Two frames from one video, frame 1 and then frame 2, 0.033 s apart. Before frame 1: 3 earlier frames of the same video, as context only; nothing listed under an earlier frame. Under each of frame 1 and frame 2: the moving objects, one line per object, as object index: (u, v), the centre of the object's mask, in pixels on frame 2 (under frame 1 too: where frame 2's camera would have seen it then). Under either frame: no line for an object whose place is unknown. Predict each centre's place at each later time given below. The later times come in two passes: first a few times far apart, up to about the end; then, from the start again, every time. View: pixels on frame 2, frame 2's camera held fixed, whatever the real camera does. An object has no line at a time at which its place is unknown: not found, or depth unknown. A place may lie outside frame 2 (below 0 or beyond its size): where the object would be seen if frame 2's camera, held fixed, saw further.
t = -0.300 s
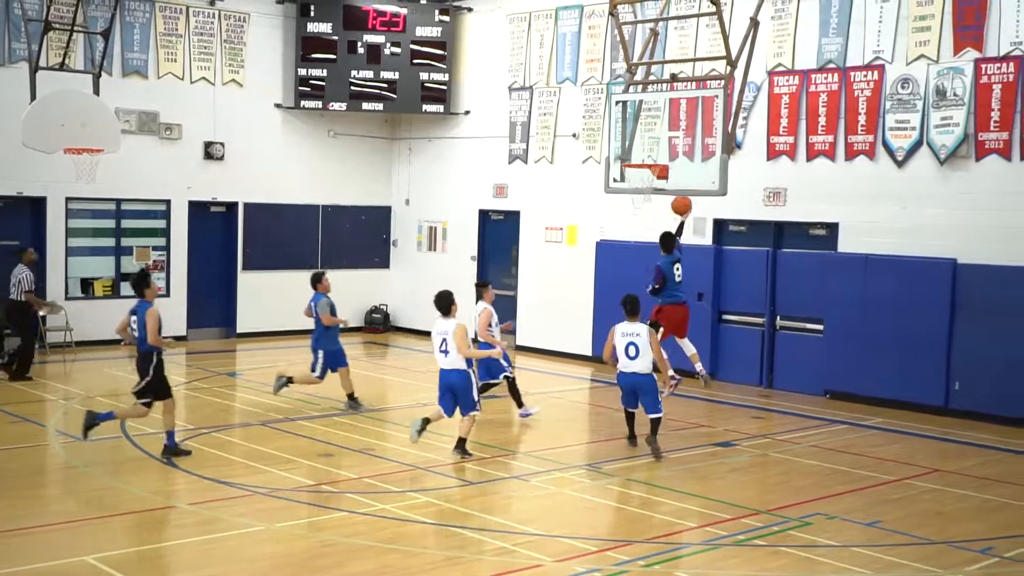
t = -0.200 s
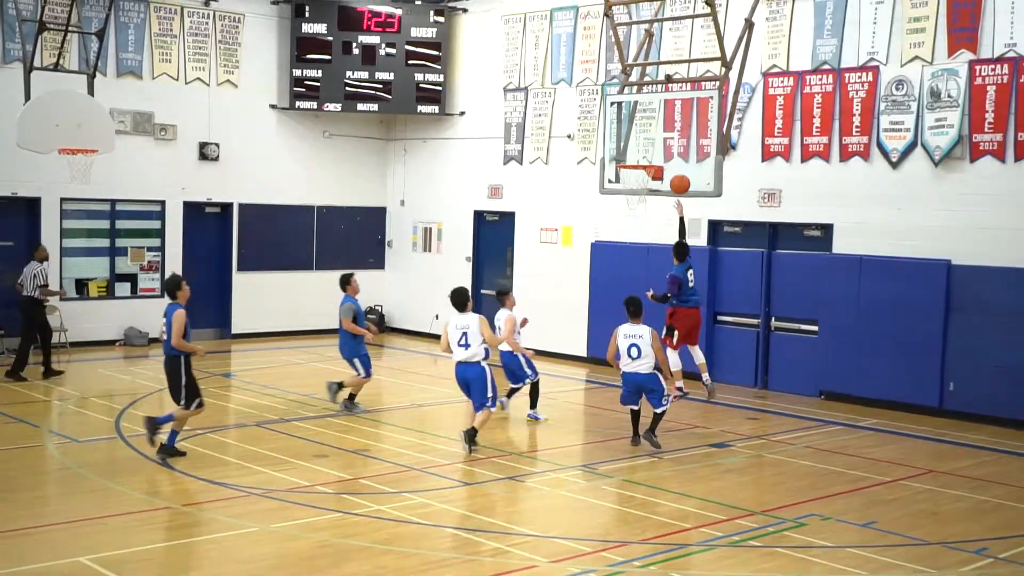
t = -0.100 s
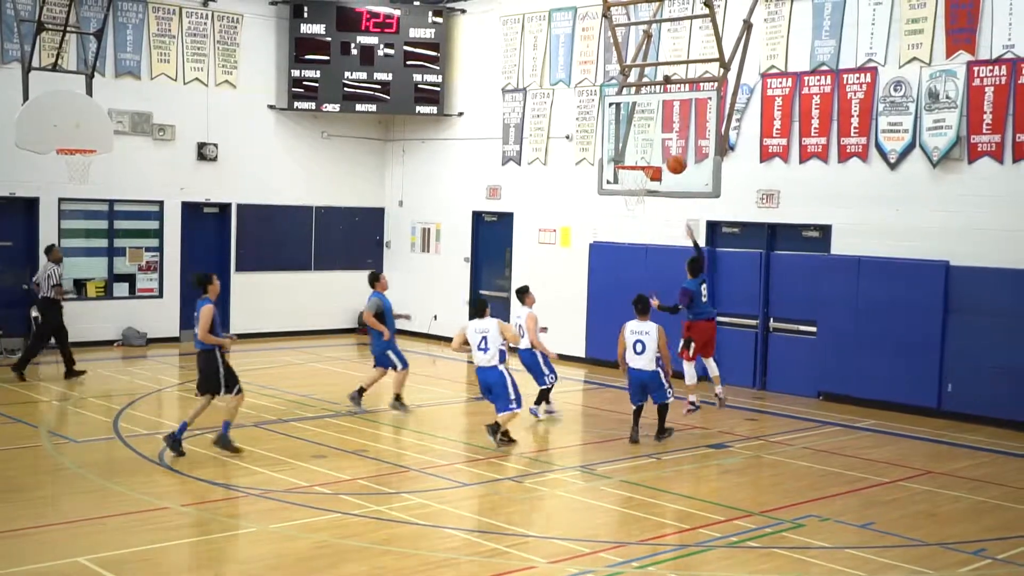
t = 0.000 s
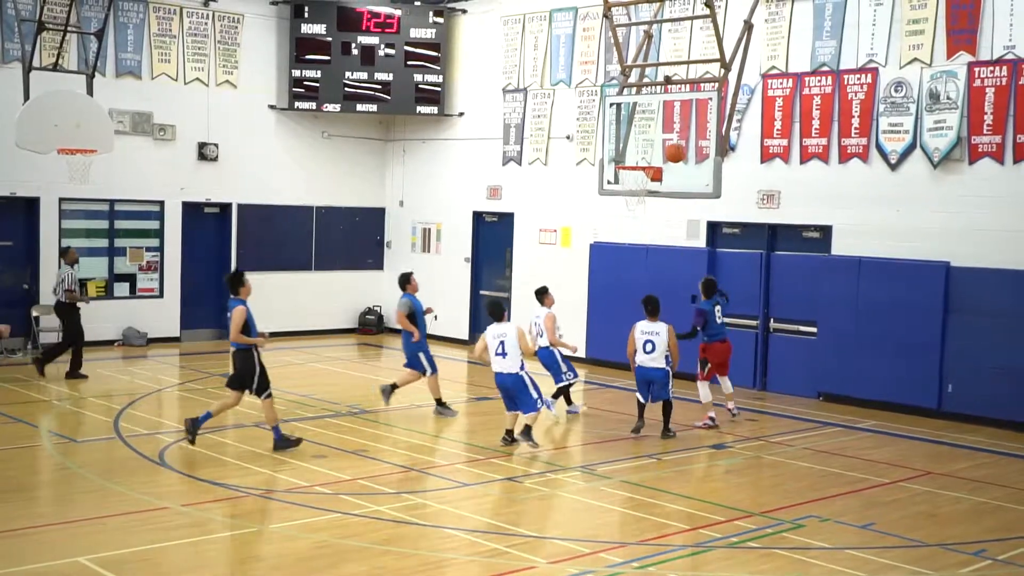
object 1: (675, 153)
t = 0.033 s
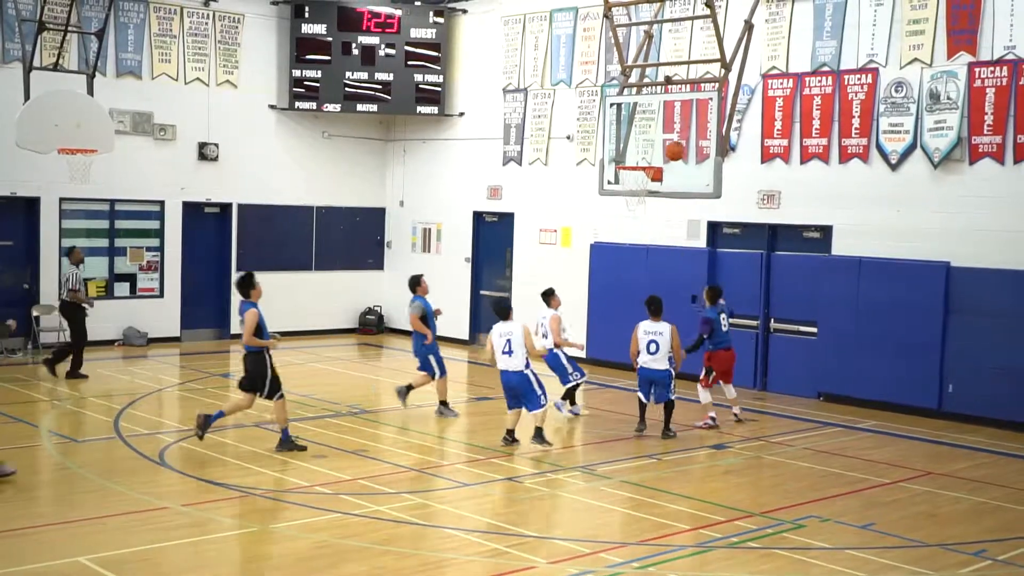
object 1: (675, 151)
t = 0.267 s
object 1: (648, 147)
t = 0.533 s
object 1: (642, 180)
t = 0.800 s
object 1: (661, 216)
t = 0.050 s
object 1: (674, 151)
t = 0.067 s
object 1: (674, 150)
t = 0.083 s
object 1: (674, 150)
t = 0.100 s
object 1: (673, 149)
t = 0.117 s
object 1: (670, 148)
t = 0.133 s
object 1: (668, 147)
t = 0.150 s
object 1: (666, 146)
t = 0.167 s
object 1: (663, 146)
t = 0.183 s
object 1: (661, 145)
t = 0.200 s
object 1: (658, 145)
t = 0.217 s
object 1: (656, 145)
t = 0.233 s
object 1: (653, 146)
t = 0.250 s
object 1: (651, 146)
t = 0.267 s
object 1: (648, 147)
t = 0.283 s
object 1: (646, 148)
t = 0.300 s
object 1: (643, 150)
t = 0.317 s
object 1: (641, 151)
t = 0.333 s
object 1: (638, 153)
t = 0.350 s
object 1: (636, 155)
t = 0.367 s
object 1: (633, 157)
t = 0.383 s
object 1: (631, 158)
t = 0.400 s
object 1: (629, 160)
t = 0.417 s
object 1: (627, 161)
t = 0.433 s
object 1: (628, 166)
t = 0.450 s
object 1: (630, 168)
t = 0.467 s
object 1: (633, 170)
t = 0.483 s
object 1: (635, 172)
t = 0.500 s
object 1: (637, 175)
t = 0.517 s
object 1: (640, 178)
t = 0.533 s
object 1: (642, 180)
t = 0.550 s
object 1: (646, 181)
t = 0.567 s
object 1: (647, 184)
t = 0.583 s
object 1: (649, 186)
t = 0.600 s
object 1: (650, 187)
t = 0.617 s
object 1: (651, 189)
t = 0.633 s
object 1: (652, 191)
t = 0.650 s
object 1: (653, 192)
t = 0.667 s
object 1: (654, 194)
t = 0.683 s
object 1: (655, 195)
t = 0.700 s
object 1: (656, 198)
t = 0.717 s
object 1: (657, 200)
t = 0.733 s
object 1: (658, 201)
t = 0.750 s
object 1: (658, 206)
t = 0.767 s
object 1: (659, 209)
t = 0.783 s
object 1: (660, 212)
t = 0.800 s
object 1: (661, 216)
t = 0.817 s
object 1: (661, 220)
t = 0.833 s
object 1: (662, 224)
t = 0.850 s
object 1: (663, 228)
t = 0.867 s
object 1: (663, 232)
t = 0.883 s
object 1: (664, 237)
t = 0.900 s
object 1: (665, 241)
